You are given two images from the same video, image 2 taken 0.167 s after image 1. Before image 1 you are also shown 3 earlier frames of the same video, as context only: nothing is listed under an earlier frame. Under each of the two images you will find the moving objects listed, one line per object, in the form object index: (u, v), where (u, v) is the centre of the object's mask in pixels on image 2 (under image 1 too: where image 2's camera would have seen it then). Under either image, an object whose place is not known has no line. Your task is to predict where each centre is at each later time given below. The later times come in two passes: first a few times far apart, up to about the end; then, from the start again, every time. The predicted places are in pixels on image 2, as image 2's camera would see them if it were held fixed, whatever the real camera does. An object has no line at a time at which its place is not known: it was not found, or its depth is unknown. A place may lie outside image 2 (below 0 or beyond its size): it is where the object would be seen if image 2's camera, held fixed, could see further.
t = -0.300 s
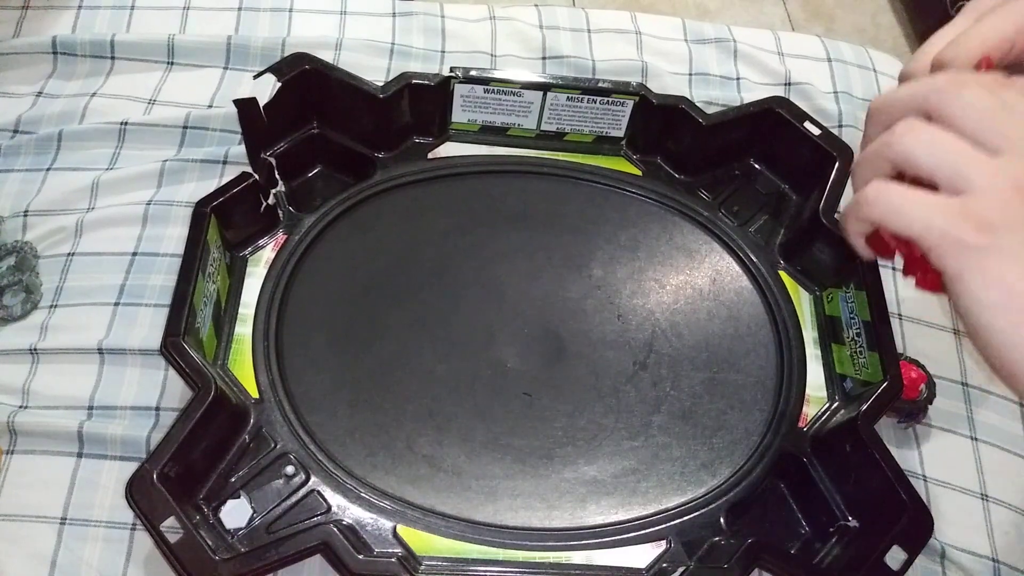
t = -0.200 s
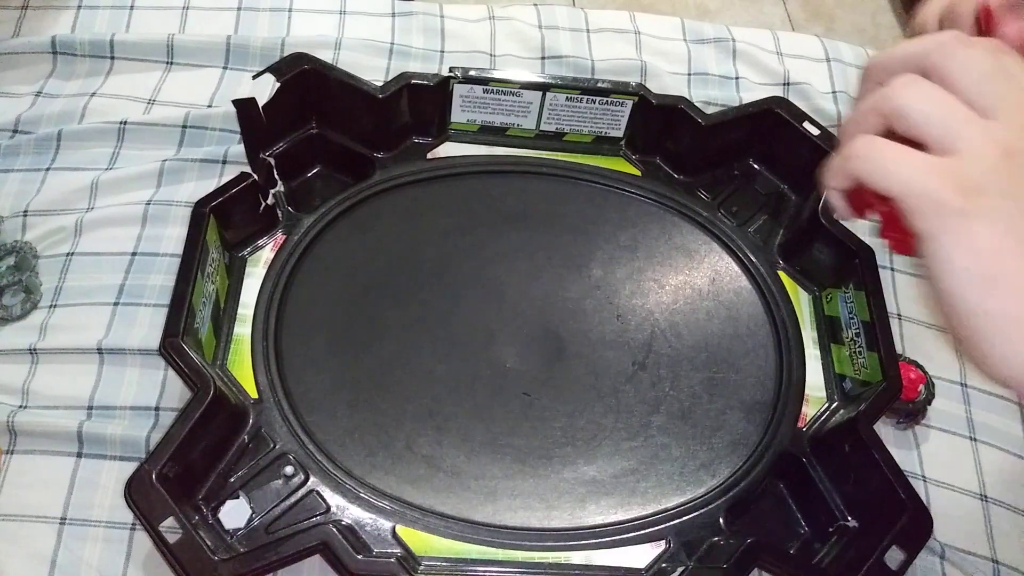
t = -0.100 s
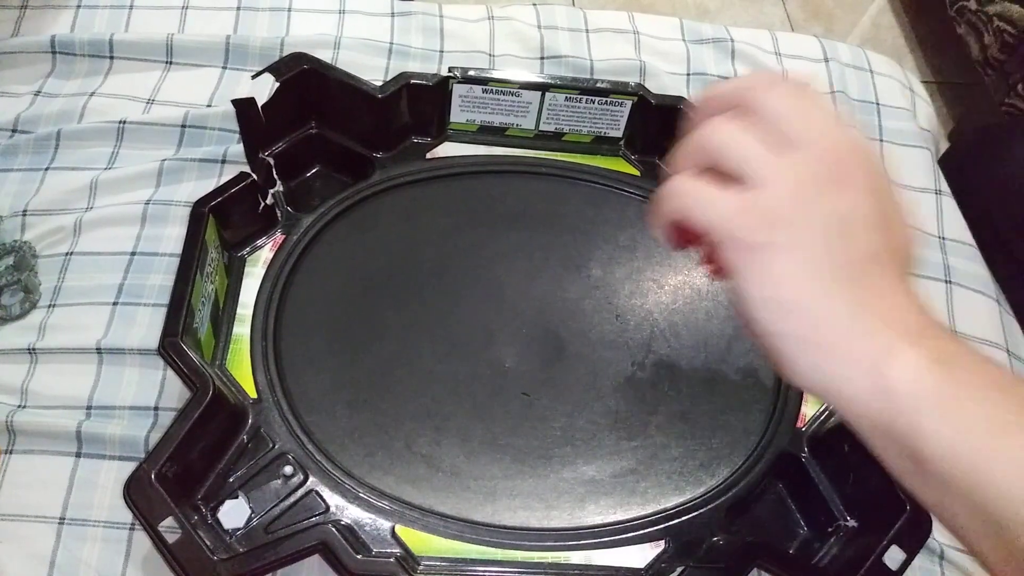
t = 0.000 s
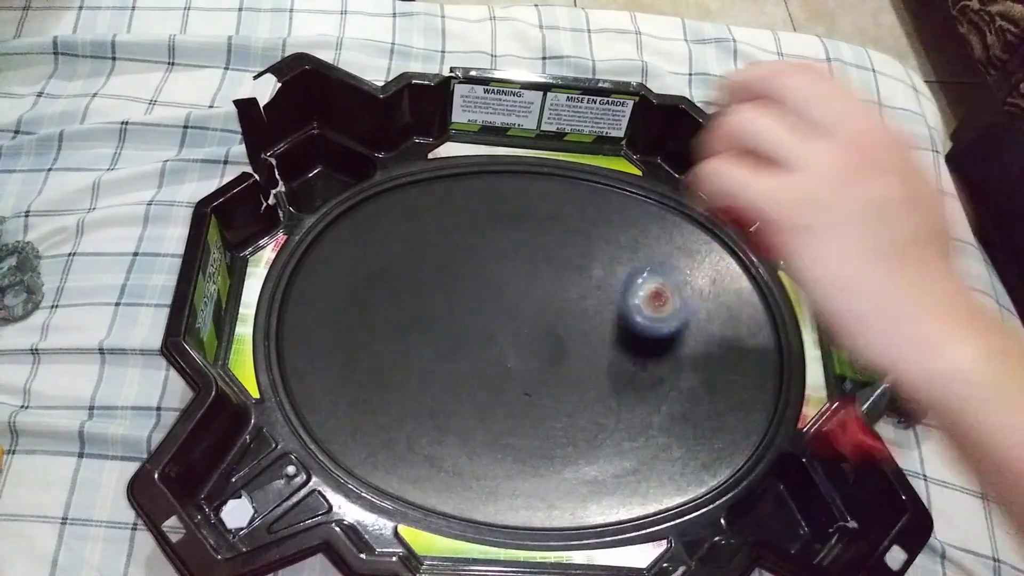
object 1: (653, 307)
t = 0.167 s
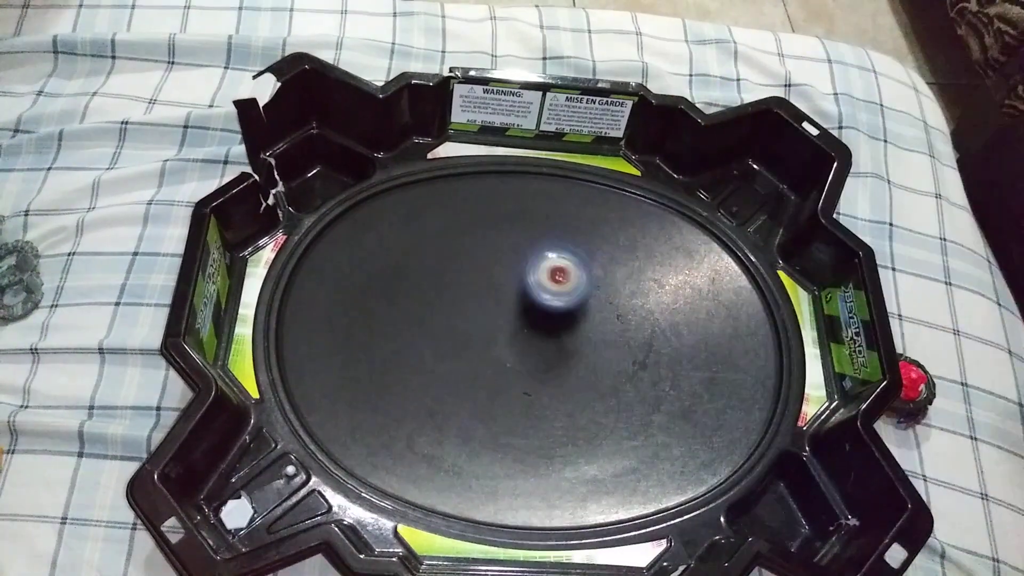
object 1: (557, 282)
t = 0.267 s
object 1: (518, 266)
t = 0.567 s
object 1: (471, 300)
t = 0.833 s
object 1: (516, 336)
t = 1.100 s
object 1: (571, 353)
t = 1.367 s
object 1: (618, 323)
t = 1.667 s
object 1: (580, 308)
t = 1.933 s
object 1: (559, 356)
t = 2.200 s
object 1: (569, 371)
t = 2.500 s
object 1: (574, 372)
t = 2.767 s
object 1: (560, 365)
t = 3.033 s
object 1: (534, 366)
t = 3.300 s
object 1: (507, 362)
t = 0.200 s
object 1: (541, 275)
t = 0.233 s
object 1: (529, 270)
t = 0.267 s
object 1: (518, 266)
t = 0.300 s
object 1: (509, 264)
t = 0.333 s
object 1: (498, 263)
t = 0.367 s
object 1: (490, 265)
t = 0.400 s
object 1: (483, 269)
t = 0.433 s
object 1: (478, 273)
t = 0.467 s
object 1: (474, 279)
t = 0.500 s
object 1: (471, 286)
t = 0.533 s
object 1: (470, 292)
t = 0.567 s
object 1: (471, 300)
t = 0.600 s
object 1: (472, 307)
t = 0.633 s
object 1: (476, 312)
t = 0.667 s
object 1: (481, 321)
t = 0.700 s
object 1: (488, 327)
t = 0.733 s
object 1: (495, 332)
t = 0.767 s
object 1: (504, 336)
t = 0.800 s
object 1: (511, 336)
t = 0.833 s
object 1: (516, 336)
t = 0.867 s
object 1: (522, 336)
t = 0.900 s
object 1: (529, 337)
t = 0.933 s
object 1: (536, 338)
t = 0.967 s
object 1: (542, 340)
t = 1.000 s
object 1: (549, 342)
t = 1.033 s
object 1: (555, 345)
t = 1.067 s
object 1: (562, 348)
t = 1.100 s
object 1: (571, 353)
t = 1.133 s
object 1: (582, 354)
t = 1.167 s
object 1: (593, 350)
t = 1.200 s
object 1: (603, 347)
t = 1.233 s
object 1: (610, 343)
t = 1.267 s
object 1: (615, 338)
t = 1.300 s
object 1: (618, 334)
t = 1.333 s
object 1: (618, 328)
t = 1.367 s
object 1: (618, 323)
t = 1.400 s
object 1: (617, 321)
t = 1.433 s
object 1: (614, 317)
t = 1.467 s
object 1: (611, 312)
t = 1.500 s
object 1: (607, 311)
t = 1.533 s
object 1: (602, 309)
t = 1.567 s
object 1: (597, 308)
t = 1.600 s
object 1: (591, 307)
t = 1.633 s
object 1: (585, 305)
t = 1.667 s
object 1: (580, 308)
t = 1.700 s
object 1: (575, 312)
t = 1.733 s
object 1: (569, 316)
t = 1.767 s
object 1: (565, 320)
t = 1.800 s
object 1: (562, 325)
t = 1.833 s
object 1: (561, 332)
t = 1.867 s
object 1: (560, 341)
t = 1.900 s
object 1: (560, 349)
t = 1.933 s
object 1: (559, 356)
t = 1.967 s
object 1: (561, 357)
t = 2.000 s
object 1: (562, 360)
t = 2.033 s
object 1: (563, 362)
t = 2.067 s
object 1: (564, 364)
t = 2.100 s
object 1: (566, 366)
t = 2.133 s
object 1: (566, 368)
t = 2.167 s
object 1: (567, 369)
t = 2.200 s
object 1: (569, 371)
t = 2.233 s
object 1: (571, 372)
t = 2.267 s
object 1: (573, 372)
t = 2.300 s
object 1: (573, 373)
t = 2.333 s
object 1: (574, 373)
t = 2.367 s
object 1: (574, 373)
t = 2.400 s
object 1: (574, 373)
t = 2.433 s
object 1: (574, 373)
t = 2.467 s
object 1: (574, 372)
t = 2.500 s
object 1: (574, 372)
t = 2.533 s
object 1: (573, 371)
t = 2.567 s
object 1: (573, 370)
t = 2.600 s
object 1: (572, 369)
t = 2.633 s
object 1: (571, 368)
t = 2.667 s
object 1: (568, 367)
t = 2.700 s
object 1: (566, 366)
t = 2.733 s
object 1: (563, 366)
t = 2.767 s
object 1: (560, 365)
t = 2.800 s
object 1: (557, 365)
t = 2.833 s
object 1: (554, 365)
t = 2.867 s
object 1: (550, 365)
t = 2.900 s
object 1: (547, 365)
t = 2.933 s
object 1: (544, 365)
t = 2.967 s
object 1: (540, 366)
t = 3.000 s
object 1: (537, 367)
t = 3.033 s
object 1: (534, 366)
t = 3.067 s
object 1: (531, 365)
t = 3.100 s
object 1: (528, 364)
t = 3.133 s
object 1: (525, 363)
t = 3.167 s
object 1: (522, 363)
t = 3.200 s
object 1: (518, 364)
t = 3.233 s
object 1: (514, 363)
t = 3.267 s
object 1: (510, 362)
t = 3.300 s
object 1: (507, 362)
